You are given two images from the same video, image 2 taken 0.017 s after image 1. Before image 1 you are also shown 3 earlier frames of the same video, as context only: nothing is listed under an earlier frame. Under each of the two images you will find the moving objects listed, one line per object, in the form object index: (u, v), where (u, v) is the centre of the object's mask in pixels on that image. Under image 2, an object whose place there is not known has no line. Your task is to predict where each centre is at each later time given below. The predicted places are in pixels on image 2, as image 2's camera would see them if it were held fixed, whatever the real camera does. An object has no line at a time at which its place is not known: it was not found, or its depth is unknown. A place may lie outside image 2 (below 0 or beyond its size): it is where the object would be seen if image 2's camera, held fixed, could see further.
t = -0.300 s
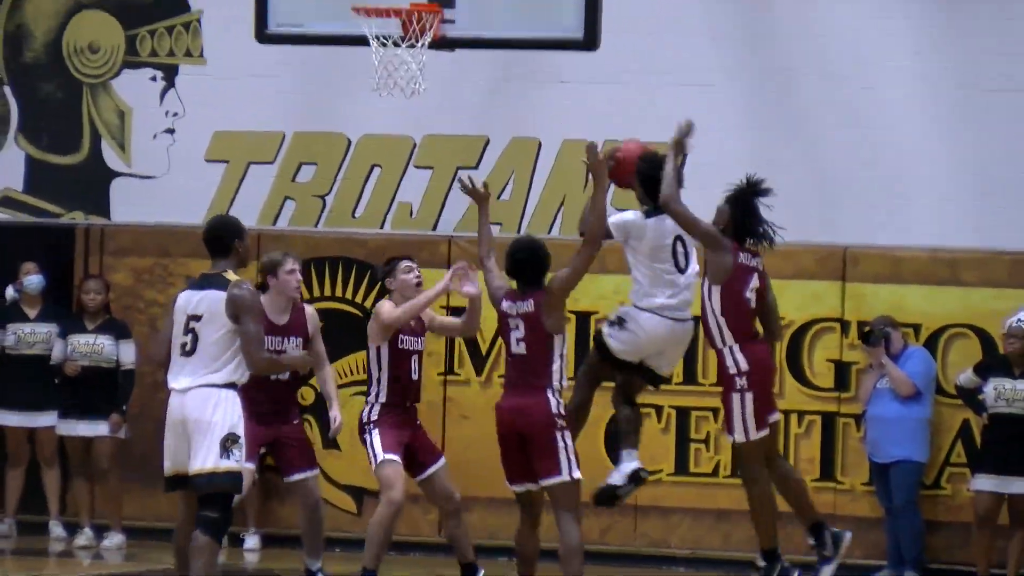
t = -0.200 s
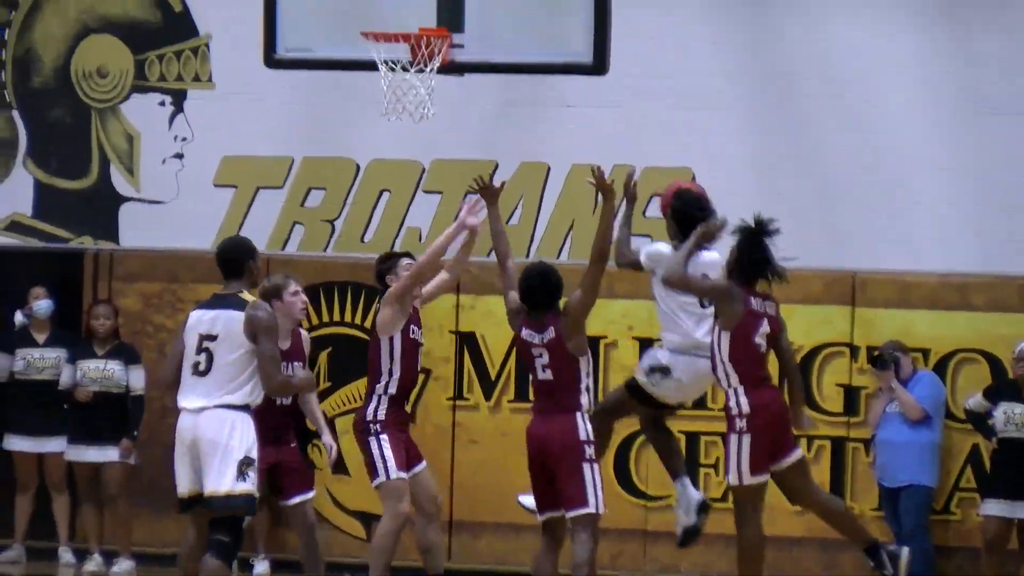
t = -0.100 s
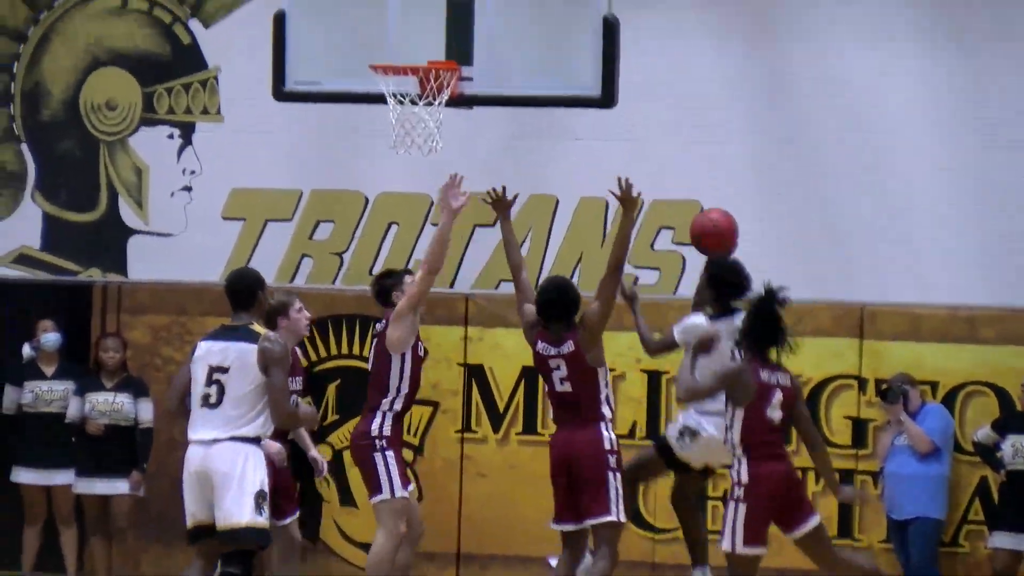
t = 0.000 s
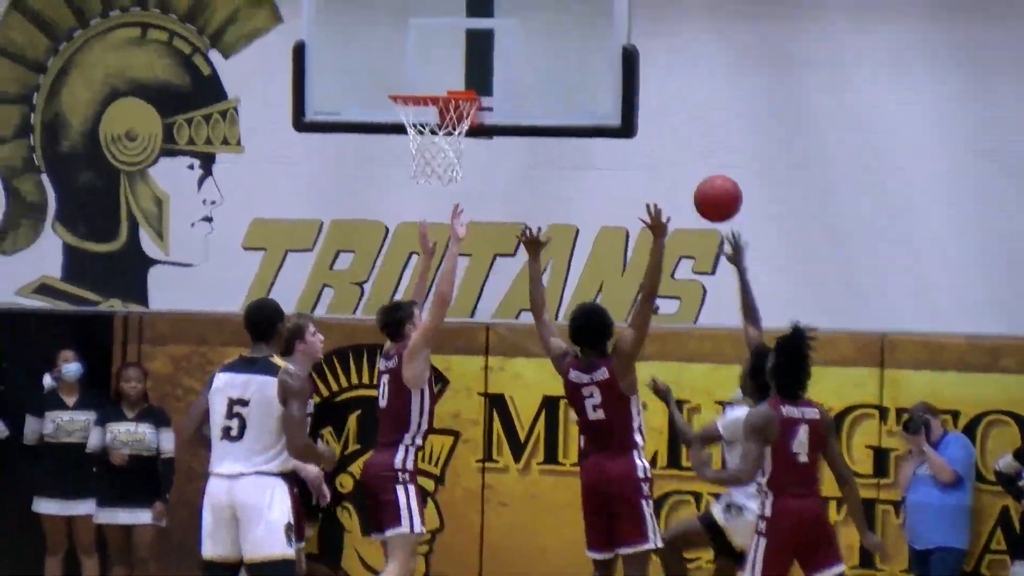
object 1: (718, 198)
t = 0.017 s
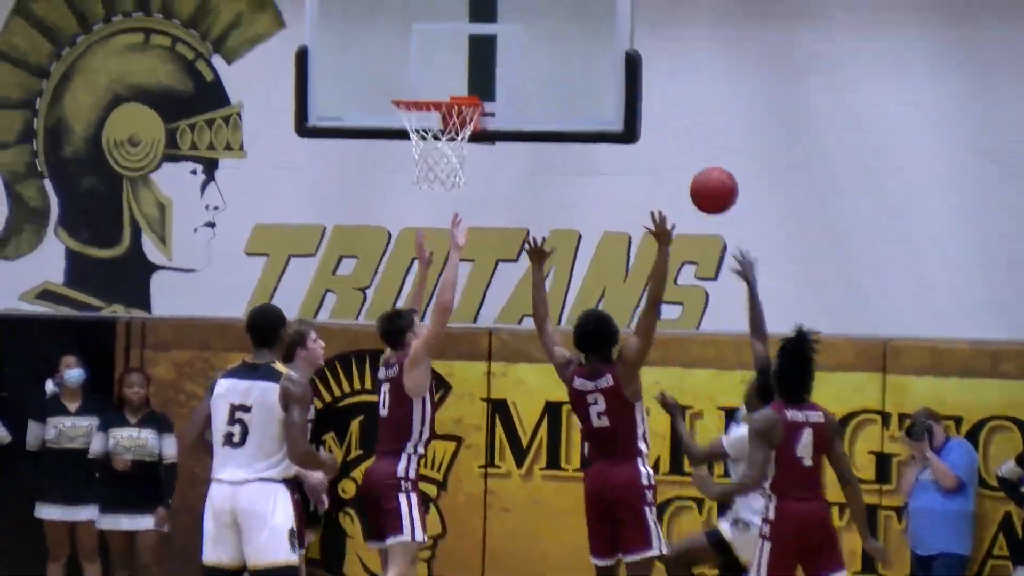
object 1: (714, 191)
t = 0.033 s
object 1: (707, 177)
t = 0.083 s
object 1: (686, 139)
